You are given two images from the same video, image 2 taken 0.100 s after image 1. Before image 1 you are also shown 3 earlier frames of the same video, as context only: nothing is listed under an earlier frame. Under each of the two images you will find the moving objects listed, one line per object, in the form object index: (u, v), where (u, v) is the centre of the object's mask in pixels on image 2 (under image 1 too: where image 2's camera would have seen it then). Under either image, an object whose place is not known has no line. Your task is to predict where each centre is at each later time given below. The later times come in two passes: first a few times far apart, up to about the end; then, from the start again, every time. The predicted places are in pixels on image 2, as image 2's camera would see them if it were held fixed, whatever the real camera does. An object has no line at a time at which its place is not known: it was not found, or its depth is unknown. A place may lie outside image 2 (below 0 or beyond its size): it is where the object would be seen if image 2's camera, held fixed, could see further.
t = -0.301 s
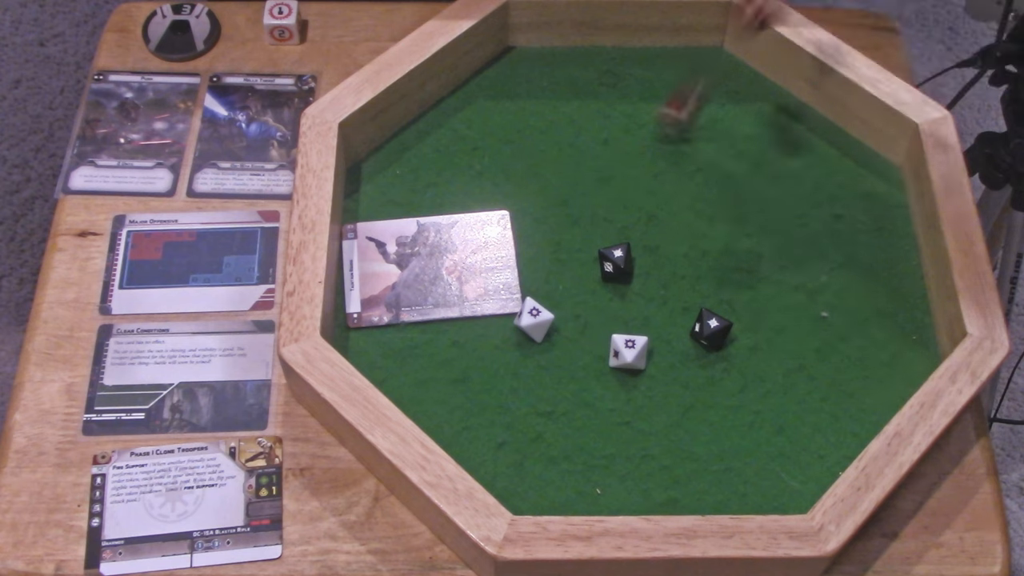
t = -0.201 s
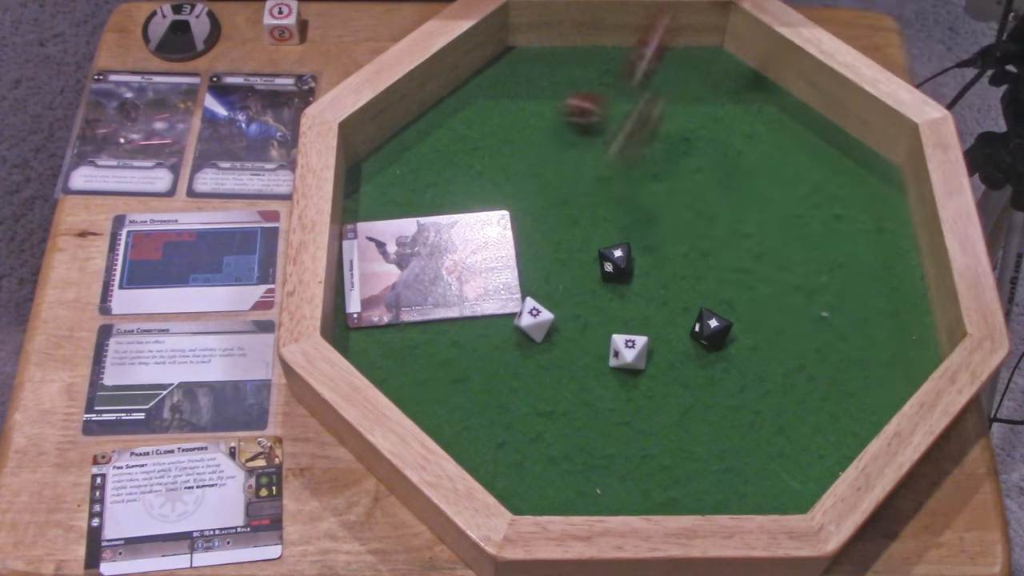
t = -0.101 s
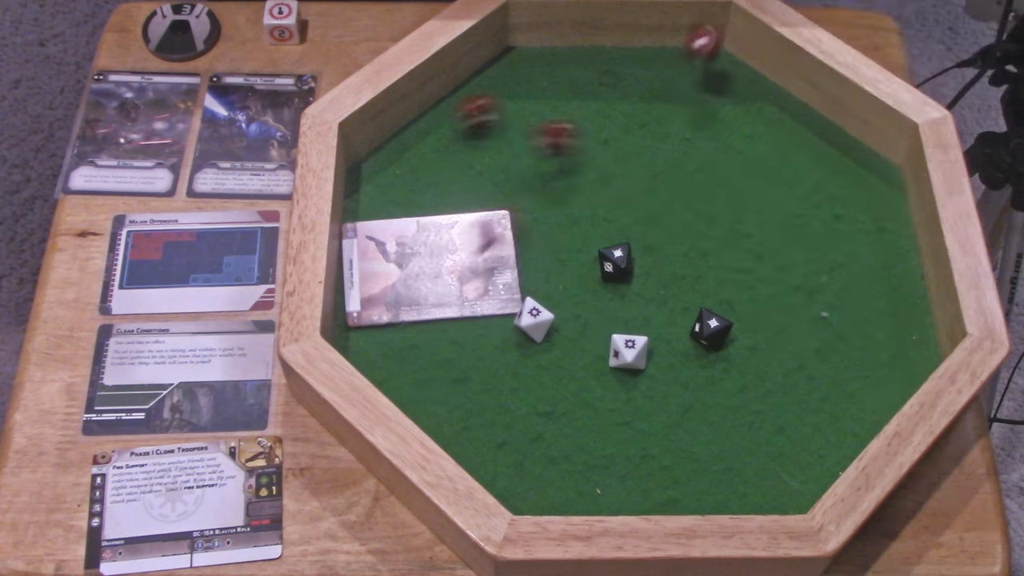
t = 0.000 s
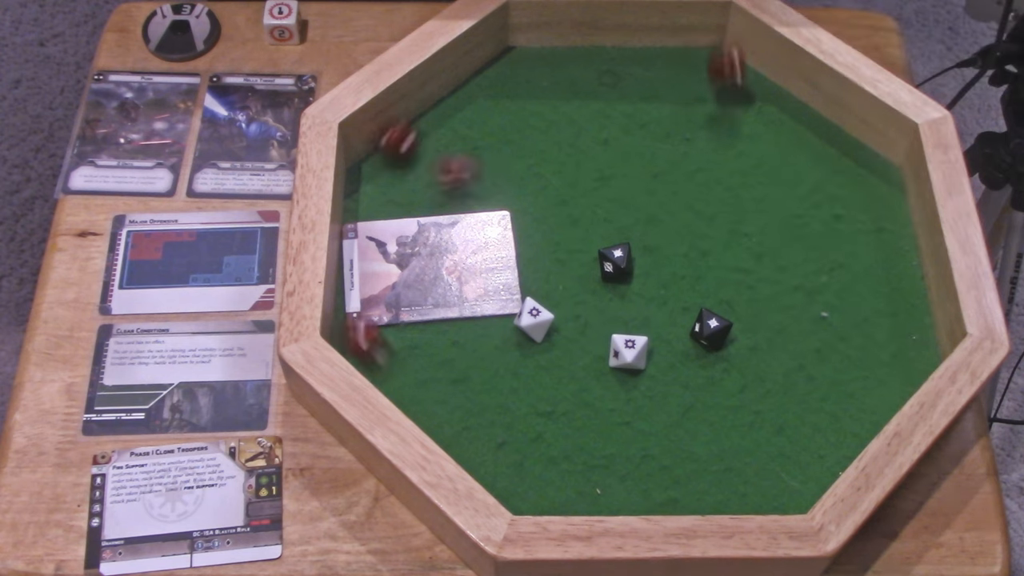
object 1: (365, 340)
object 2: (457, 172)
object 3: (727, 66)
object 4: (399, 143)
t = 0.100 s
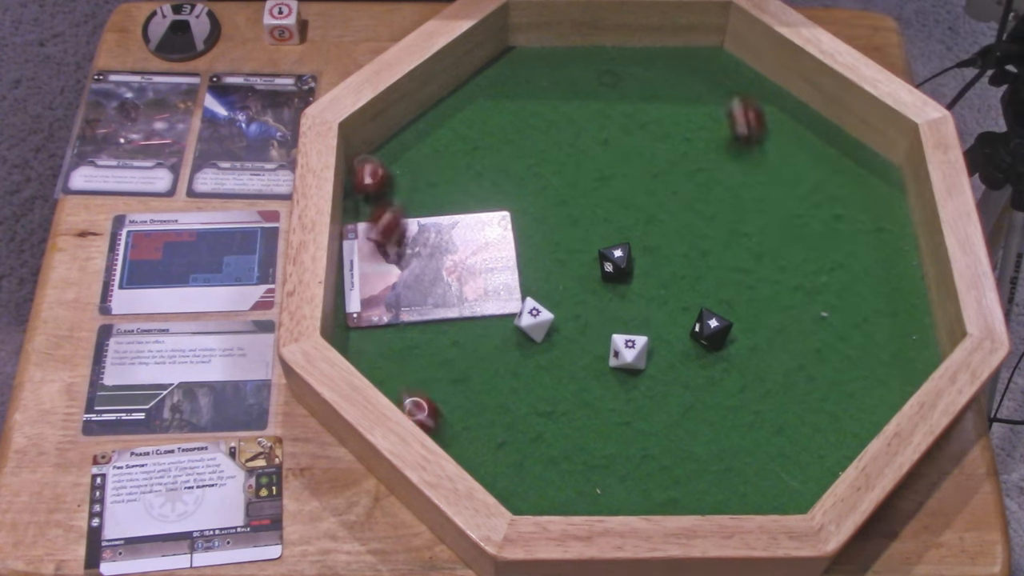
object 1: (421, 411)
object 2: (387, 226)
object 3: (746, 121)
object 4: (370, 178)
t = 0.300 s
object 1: (516, 471)
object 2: (353, 329)
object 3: (796, 182)
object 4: (423, 188)
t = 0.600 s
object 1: (550, 473)
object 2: (357, 327)
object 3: (807, 194)
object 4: (413, 188)
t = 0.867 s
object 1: (550, 474)
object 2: (357, 327)
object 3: (807, 194)
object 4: (413, 189)
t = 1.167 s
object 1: (550, 474)
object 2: (357, 327)
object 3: (807, 194)
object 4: (413, 188)
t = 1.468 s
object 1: (549, 474)
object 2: (357, 327)
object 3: (807, 194)
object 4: (413, 189)
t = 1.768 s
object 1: (549, 474)
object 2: (357, 327)
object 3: (807, 194)
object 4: (413, 189)
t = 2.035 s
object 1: (549, 474)
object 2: (357, 327)
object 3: (807, 194)
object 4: (413, 189)
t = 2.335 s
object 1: (549, 474)
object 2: (357, 327)
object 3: (807, 194)
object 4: (413, 188)
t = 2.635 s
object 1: (550, 474)
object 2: (357, 327)
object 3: (807, 194)
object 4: (413, 189)
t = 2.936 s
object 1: (550, 474)
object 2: (357, 327)
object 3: (807, 194)
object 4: (413, 188)
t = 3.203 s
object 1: (549, 474)
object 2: (357, 327)
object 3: (807, 194)
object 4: (413, 188)
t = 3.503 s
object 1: (549, 474)
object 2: (357, 327)
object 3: (807, 194)
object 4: (413, 188)
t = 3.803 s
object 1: (549, 474)
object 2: (357, 327)
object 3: (807, 194)
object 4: (413, 189)
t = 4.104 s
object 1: (549, 474)
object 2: (357, 327)
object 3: (807, 194)
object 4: (413, 189)
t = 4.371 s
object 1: (549, 474)
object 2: (357, 327)
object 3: (807, 194)
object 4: (413, 188)
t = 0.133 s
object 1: (439, 426)
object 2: (376, 250)
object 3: (753, 136)
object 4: (380, 189)
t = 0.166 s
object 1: (457, 439)
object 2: (368, 269)
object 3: (758, 148)
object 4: (390, 198)
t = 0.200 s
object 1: (471, 446)
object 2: (361, 295)
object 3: (765, 162)
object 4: (403, 201)
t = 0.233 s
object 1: (488, 455)
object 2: (354, 314)
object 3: (774, 171)
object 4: (416, 199)
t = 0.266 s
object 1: (500, 463)
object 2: (351, 324)
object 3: (785, 179)
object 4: (422, 193)
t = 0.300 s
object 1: (516, 471)
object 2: (353, 329)
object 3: (796, 182)
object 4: (423, 188)
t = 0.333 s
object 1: (529, 472)
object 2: (356, 327)
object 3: (804, 185)
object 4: (419, 186)
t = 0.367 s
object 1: (543, 473)
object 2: (357, 327)
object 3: (812, 192)
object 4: (414, 187)
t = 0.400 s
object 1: (554, 470)
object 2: (357, 327)
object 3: (813, 198)
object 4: (410, 188)
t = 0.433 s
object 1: (556, 469)
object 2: (357, 327)
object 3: (811, 200)
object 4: (411, 189)
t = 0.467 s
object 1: (555, 471)
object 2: (357, 327)
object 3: (809, 200)
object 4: (414, 188)
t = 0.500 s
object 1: (548, 475)
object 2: (357, 327)
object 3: (807, 197)
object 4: (414, 188)
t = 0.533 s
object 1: (547, 477)
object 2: (357, 327)
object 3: (807, 194)
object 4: (413, 189)
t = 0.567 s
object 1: (550, 474)
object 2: (357, 327)
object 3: (807, 192)
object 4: (413, 188)
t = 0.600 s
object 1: (550, 473)
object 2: (357, 327)
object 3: (807, 194)
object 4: (413, 188)
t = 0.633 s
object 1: (549, 474)
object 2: (357, 327)
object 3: (807, 195)
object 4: (413, 188)
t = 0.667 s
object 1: (549, 474)
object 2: (357, 327)
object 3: (807, 194)
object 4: (413, 188)
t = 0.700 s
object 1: (549, 474)
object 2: (357, 327)
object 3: (807, 194)
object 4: (413, 188)
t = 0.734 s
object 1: (549, 474)
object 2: (357, 326)
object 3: (807, 194)
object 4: (413, 189)
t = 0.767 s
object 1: (549, 474)
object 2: (357, 327)
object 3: (807, 194)
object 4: (413, 188)
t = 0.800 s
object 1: (549, 474)
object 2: (357, 327)
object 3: (807, 194)
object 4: (413, 188)
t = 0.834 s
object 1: (549, 474)
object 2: (357, 327)
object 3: (807, 194)
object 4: (413, 188)
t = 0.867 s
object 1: (550, 474)
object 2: (357, 327)
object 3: (807, 194)
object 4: (413, 189)
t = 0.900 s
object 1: (550, 474)
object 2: (357, 327)
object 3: (807, 194)
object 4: (413, 189)
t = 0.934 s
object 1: (549, 474)
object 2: (357, 327)
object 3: (807, 194)
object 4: (413, 189)
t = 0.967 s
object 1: (550, 475)
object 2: (357, 327)
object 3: (807, 194)
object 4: (413, 189)
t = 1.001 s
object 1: (549, 474)
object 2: (357, 327)
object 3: (807, 194)
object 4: (413, 188)
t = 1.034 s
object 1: (550, 474)
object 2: (357, 327)
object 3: (807, 194)
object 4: (413, 189)
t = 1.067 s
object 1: (549, 475)
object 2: (357, 327)
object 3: (807, 194)
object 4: (413, 189)
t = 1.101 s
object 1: (550, 474)
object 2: (357, 327)
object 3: (807, 194)
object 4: (413, 188)
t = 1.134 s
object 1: (550, 474)
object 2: (357, 327)
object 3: (807, 194)
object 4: (413, 188)
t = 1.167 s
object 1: (550, 474)
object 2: (357, 327)
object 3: (807, 194)
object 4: (413, 188)
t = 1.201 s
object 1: (550, 474)
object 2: (357, 327)
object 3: (807, 194)
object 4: (413, 189)
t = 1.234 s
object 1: (549, 474)
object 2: (357, 327)
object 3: (807, 194)
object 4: (413, 188)
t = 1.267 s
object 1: (549, 474)
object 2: (357, 327)
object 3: (807, 194)
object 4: (413, 189)
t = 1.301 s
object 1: (549, 474)
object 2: (357, 327)
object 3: (807, 194)
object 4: (413, 189)
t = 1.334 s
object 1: (549, 474)
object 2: (357, 327)
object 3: (807, 194)
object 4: (413, 189)
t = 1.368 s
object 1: (549, 474)
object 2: (357, 327)
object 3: (807, 194)
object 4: (413, 189)
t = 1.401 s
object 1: (549, 474)
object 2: (357, 327)
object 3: (807, 194)
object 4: (413, 188)
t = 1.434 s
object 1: (549, 474)
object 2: (357, 327)
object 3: (807, 194)
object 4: (413, 189)
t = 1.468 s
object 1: (549, 474)
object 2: (357, 327)
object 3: (807, 194)
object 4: (413, 189)
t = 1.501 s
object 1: (549, 474)
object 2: (357, 327)
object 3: (807, 194)
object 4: (413, 189)
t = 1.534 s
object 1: (549, 474)
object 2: (357, 327)
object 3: (807, 194)
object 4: (413, 189)
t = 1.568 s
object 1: (549, 474)
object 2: (357, 327)
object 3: (807, 194)
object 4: (413, 188)
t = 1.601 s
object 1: (549, 474)
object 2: (357, 327)
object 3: (807, 194)
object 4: (413, 188)
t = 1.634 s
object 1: (549, 474)
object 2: (357, 327)
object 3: (807, 194)
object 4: (413, 189)
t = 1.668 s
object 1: (550, 474)
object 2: (357, 327)
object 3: (807, 194)
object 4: (413, 189)
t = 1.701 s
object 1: (550, 474)
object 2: (357, 327)
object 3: (807, 194)
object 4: (413, 188)
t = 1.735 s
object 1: (549, 474)
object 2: (357, 327)
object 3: (807, 194)
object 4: (413, 189)
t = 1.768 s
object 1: (549, 474)
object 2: (357, 327)
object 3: (807, 194)
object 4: (413, 189)
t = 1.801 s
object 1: (549, 474)
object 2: (357, 327)
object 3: (807, 194)
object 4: (413, 188)
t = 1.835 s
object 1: (549, 474)
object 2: (357, 327)
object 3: (807, 194)
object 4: (413, 188)
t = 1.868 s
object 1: (549, 474)
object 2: (357, 327)
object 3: (807, 194)
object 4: (413, 188)
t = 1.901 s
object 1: (549, 474)
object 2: (357, 327)
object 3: (807, 194)
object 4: (413, 188)
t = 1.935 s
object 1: (549, 474)
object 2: (357, 327)
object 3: (807, 194)
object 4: (413, 188)
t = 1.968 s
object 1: (550, 474)
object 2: (357, 327)
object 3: (807, 194)
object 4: (413, 188)
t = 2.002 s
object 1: (550, 474)
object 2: (357, 327)
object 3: (807, 194)
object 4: (413, 189)
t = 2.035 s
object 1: (549, 474)
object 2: (357, 327)
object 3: (807, 194)
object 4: (413, 189)
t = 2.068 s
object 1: (549, 474)
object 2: (357, 327)
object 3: (807, 194)
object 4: (413, 189)
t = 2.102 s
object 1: (549, 474)
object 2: (357, 327)
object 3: (807, 194)
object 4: (413, 189)
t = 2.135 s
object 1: (550, 474)
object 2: (357, 327)
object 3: (807, 194)
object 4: (413, 189)
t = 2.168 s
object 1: (550, 474)
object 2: (357, 327)
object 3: (807, 194)
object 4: (413, 189)
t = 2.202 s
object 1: (550, 474)
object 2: (357, 327)
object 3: (807, 194)
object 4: (413, 189)
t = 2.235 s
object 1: (550, 474)
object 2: (357, 327)
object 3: (807, 194)
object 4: (413, 188)
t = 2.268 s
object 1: (550, 474)
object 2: (357, 327)
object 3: (807, 194)
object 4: (413, 189)
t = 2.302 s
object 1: (549, 474)
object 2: (357, 327)
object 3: (807, 194)
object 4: (413, 189)
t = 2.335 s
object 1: (549, 474)
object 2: (357, 327)
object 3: (807, 194)
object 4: (413, 188)
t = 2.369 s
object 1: (549, 474)
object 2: (357, 327)
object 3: (807, 194)
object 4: (413, 189)
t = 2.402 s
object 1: (549, 474)
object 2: (357, 327)
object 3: (807, 194)
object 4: (413, 189)
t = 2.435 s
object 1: (549, 474)
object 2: (357, 327)
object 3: (807, 194)
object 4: (413, 189)
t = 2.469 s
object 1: (549, 474)
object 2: (357, 327)
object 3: (807, 194)
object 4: (413, 189)
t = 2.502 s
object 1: (549, 474)
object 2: (357, 327)
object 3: (807, 194)
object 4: (413, 189)
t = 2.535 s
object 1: (549, 474)
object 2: (357, 327)
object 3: (807, 194)
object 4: (413, 189)
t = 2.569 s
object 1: (549, 474)
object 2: (357, 327)
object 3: (807, 194)
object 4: (413, 188)
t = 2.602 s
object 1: (549, 474)
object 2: (357, 327)
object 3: (807, 194)
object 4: (413, 188)
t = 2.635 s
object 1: (550, 474)
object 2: (357, 327)
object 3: (807, 194)
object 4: (413, 189)
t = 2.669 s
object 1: (549, 474)
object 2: (357, 327)
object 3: (807, 194)
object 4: (413, 188)
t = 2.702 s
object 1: (549, 474)
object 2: (357, 327)
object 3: (807, 194)
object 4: (413, 189)
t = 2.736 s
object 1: (550, 474)
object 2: (357, 327)
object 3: (807, 194)
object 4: (413, 188)
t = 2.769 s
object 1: (549, 474)
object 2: (357, 327)
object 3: (807, 194)
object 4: (413, 189)
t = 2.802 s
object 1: (549, 474)
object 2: (357, 327)
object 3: (807, 194)
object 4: (413, 188)
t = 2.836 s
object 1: (549, 474)
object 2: (357, 327)
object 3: (807, 194)
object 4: (413, 188)
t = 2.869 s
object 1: (550, 474)
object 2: (357, 327)
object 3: (807, 194)
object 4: (413, 189)
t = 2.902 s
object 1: (550, 474)
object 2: (357, 327)
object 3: (807, 194)
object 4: (413, 189)
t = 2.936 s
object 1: (550, 474)
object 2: (357, 327)
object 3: (807, 194)
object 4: (413, 188)
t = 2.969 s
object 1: (549, 474)
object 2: (357, 327)
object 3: (807, 194)
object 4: (413, 188)
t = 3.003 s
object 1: (550, 474)
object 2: (357, 327)
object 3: (807, 194)
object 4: (413, 189)
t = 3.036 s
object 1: (550, 474)
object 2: (357, 327)
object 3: (807, 194)
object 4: (413, 189)
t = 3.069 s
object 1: (549, 474)
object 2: (357, 327)
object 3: (807, 194)
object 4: (413, 188)
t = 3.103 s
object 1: (549, 474)
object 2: (357, 327)
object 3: (807, 194)
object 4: (413, 188)
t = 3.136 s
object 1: (549, 474)
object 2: (357, 327)
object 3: (807, 194)
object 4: (413, 188)
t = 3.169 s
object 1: (549, 474)
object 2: (357, 327)
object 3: (807, 194)
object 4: (413, 188)
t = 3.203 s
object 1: (549, 474)
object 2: (357, 327)
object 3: (807, 194)
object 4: (413, 188)
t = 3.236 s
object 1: (550, 474)
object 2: (357, 327)
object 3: (807, 194)
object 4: (413, 189)
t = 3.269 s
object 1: (549, 474)
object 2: (357, 327)
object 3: (807, 194)
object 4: (413, 189)
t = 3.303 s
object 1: (549, 474)
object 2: (357, 327)
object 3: (807, 194)
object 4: (413, 189)
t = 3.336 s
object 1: (549, 474)
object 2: (357, 327)
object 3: (807, 194)
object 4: (413, 189)
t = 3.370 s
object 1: (549, 474)
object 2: (357, 327)
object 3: (807, 194)
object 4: (413, 188)
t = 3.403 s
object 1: (549, 474)
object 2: (357, 327)
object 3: (807, 194)
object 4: (413, 188)
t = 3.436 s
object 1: (549, 474)
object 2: (357, 327)
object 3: (807, 194)
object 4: (413, 188)
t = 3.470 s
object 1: (549, 474)
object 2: (357, 327)
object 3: (807, 194)
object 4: (413, 188)
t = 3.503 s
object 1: (549, 474)
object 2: (357, 327)
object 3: (807, 194)
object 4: (413, 188)
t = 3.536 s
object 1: (549, 474)
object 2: (357, 327)
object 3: (807, 194)
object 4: (413, 188)
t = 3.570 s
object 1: (549, 474)
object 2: (357, 327)
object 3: (807, 194)
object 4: (413, 189)
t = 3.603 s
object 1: (549, 474)
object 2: (357, 327)
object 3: (807, 194)
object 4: (413, 189)
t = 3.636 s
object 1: (549, 474)
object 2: (357, 327)
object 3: (807, 194)
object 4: (413, 189)
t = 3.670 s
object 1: (549, 474)
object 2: (357, 327)
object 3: (807, 194)
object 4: (413, 189)
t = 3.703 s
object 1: (549, 474)
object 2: (357, 327)
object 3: (807, 194)
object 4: (413, 189)
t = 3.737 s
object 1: (549, 474)
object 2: (357, 327)
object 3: (807, 194)
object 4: (413, 189)
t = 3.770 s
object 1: (549, 474)
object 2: (357, 327)
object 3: (807, 194)
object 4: (413, 189)
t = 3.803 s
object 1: (549, 474)
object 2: (357, 327)
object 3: (807, 194)
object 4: (413, 189)
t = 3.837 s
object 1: (549, 474)
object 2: (357, 327)
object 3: (807, 194)
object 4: (413, 188)
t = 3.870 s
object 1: (549, 474)
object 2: (357, 327)
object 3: (807, 194)
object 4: (413, 188)
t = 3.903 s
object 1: (549, 474)
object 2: (357, 327)
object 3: (807, 194)
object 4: (413, 188)
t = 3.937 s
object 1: (549, 474)
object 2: (357, 327)
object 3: (807, 194)
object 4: (413, 188)
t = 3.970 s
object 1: (549, 474)
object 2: (357, 327)
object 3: (807, 194)
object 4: (413, 188)
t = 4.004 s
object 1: (549, 474)
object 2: (357, 327)
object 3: (807, 194)
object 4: (413, 188)
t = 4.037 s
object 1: (549, 474)
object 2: (357, 327)
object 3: (807, 194)
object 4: (413, 189)
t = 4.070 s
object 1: (549, 474)
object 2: (357, 327)
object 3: (807, 194)
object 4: (413, 189)
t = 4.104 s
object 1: (549, 474)
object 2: (357, 327)
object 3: (807, 194)
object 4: (413, 189)
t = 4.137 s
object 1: (549, 474)
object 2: (357, 327)
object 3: (807, 194)
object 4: (413, 189)
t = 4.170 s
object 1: (550, 474)
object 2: (357, 327)
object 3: (807, 194)
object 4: (413, 189)
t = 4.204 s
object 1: (549, 474)
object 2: (357, 327)
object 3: (807, 194)
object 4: (413, 189)
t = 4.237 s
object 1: (549, 474)
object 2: (357, 327)
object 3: (807, 194)
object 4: (413, 188)
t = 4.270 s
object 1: (549, 474)
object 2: (357, 327)
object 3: (807, 194)
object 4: (413, 188)
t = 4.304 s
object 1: (550, 474)
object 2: (357, 327)
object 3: (807, 194)
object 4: (413, 188)
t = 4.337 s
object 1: (550, 474)
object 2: (357, 327)
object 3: (807, 194)
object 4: (413, 189)
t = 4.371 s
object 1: (549, 474)
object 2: (357, 327)
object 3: (807, 194)
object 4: (413, 188)
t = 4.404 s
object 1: (549, 474)
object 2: (357, 327)
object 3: (807, 194)
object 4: (413, 188)
